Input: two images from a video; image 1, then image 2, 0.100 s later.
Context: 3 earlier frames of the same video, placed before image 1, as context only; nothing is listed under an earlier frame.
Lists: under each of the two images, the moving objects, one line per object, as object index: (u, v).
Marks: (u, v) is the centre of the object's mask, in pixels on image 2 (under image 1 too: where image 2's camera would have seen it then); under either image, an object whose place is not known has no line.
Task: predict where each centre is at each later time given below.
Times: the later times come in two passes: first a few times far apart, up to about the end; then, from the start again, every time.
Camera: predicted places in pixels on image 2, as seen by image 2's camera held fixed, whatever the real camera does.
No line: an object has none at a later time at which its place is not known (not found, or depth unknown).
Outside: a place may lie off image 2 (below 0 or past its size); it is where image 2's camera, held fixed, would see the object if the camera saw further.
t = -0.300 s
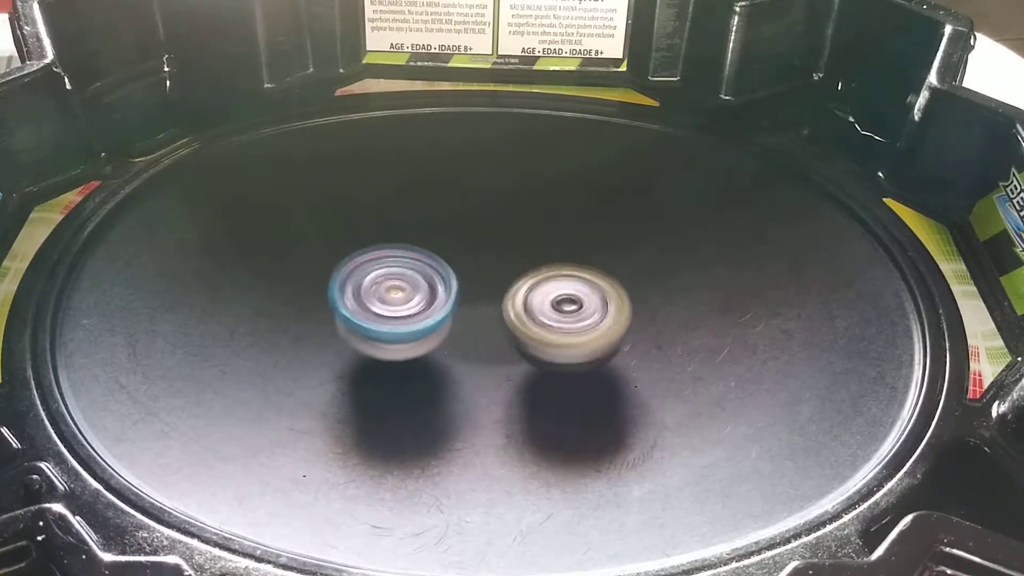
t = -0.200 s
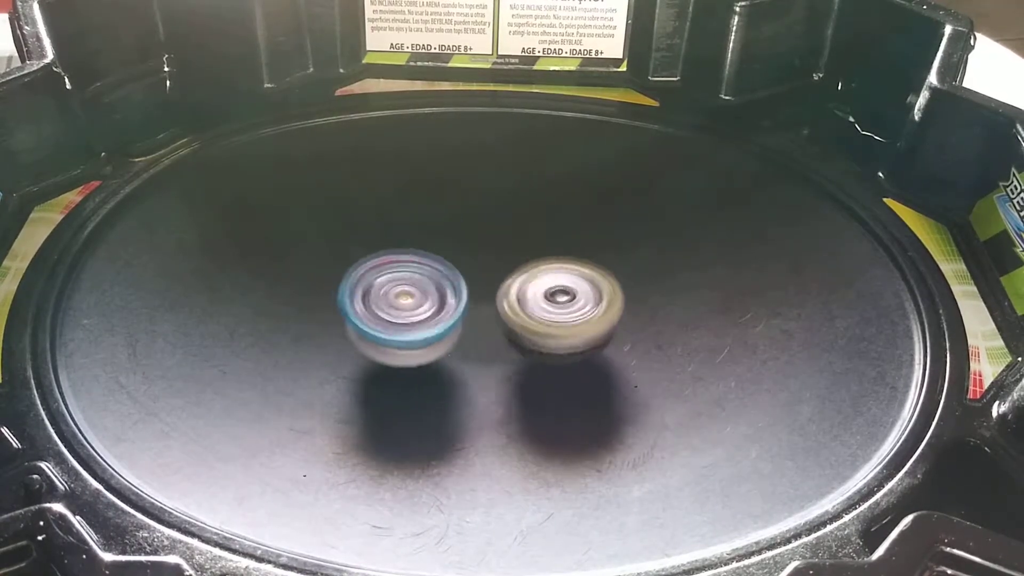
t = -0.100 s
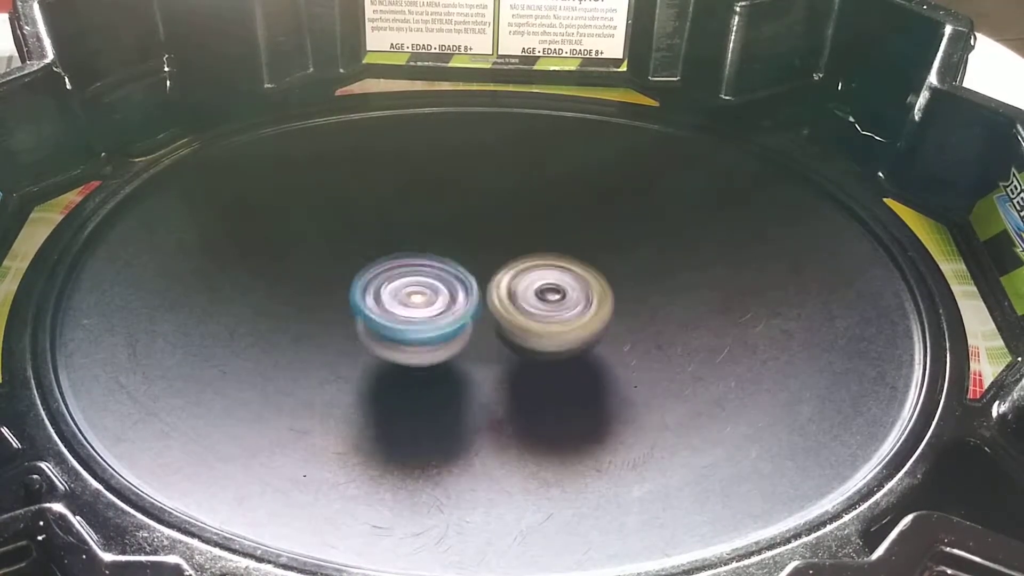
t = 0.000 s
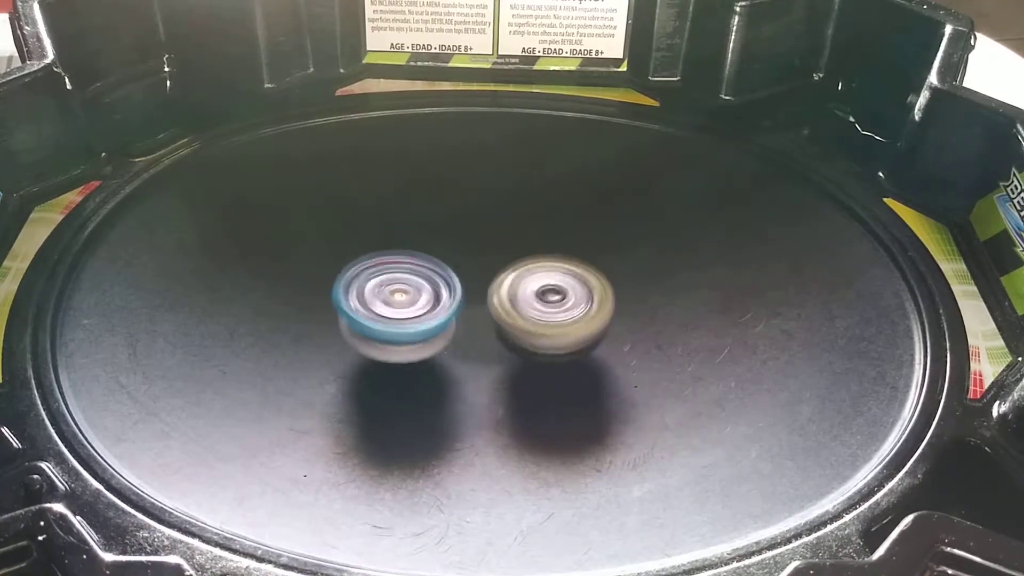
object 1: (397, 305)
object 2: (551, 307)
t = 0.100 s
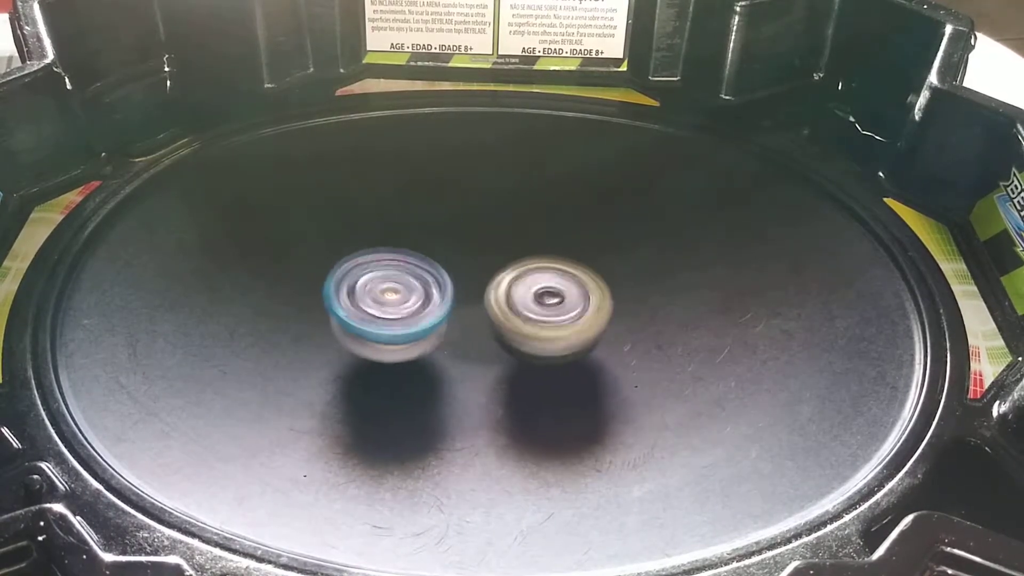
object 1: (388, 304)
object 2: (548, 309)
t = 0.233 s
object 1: (386, 298)
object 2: (536, 312)
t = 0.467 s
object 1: (385, 285)
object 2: (537, 324)
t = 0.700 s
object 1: (394, 277)
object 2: (560, 317)
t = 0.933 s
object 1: (420, 280)
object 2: (549, 309)
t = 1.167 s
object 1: (420, 281)
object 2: (561, 308)
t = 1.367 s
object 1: (419, 286)
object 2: (552, 305)
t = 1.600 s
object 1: (411, 295)
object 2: (548, 314)
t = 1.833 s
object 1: (400, 294)
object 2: (529, 317)
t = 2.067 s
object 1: (382, 285)
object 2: (523, 322)
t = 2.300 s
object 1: (390, 278)
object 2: (521, 327)
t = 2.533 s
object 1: (409, 276)
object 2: (536, 328)
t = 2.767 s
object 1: (429, 278)
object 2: (552, 329)
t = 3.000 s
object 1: (445, 275)
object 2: (557, 328)
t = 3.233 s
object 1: (430, 276)
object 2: (552, 320)
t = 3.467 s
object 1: (408, 283)
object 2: (536, 308)
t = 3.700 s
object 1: (389, 286)
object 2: (522, 309)
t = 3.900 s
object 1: (385, 286)
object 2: (520, 314)
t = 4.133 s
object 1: (385, 285)
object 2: (528, 325)
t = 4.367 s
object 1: (410, 285)
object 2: (535, 325)
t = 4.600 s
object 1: (414, 276)
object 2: (538, 325)
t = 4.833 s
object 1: (415, 273)
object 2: (538, 322)
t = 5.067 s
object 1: (413, 273)
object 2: (533, 319)
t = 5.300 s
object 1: (406, 279)
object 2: (533, 318)
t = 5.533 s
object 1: (401, 282)
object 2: (537, 322)
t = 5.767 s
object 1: (407, 290)
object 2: (540, 322)
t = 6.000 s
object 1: (403, 284)
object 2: (552, 321)
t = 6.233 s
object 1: (411, 277)
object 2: (554, 315)
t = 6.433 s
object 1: (427, 288)
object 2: (550, 307)
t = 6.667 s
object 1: (408, 291)
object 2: (560, 305)
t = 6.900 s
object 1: (408, 287)
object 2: (549, 304)
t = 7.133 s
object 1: (414, 284)
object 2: (544, 309)
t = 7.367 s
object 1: (413, 280)
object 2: (547, 313)
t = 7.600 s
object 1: (420, 279)
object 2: (538, 318)
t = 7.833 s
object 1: (408, 253)
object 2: (520, 317)
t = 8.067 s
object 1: (417, 264)
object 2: (530, 318)
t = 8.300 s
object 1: (408, 298)
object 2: (556, 330)
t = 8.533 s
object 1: (410, 304)
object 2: (540, 330)
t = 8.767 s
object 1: (422, 303)
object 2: (545, 330)
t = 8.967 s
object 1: (427, 313)
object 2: (556, 339)
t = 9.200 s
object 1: (432, 314)
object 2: (555, 340)
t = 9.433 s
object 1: (433, 301)
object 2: (553, 337)
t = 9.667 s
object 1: (437, 286)
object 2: (544, 332)
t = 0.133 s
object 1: (387, 303)
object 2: (546, 309)
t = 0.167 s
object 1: (386, 301)
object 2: (543, 310)
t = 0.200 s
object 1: (386, 300)
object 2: (539, 310)
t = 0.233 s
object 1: (386, 298)
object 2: (536, 312)
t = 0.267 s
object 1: (387, 297)
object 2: (532, 313)
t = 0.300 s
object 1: (388, 296)
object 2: (529, 314)
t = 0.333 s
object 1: (391, 296)
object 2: (525, 315)
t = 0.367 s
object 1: (392, 293)
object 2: (524, 318)
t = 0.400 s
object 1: (389, 290)
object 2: (527, 321)
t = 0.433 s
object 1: (386, 288)
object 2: (532, 323)
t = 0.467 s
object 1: (385, 285)
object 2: (537, 324)
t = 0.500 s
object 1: (384, 283)
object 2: (541, 324)
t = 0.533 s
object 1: (383, 281)
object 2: (546, 324)
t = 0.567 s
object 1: (384, 280)
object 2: (551, 324)
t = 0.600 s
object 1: (386, 279)
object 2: (556, 324)
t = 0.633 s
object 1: (388, 278)
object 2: (558, 321)
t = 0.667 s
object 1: (390, 277)
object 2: (560, 319)
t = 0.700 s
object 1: (394, 277)
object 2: (560, 317)
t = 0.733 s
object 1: (398, 278)
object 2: (560, 313)
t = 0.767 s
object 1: (403, 280)
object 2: (558, 310)
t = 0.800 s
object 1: (408, 281)
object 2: (555, 307)
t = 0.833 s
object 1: (415, 282)
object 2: (550, 305)
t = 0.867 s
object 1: (420, 282)
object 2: (547, 305)
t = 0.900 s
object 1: (420, 281)
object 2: (548, 307)
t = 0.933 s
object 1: (420, 280)
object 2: (549, 309)
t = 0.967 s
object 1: (421, 281)
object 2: (549, 310)
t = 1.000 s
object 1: (423, 281)
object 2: (549, 311)
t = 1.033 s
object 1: (425, 280)
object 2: (550, 311)
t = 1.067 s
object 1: (424, 279)
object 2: (555, 311)
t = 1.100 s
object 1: (421, 280)
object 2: (557, 311)
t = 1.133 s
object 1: (421, 281)
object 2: (559, 310)
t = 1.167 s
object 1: (420, 281)
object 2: (561, 308)
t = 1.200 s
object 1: (421, 281)
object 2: (561, 306)
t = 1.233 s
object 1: (422, 282)
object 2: (559, 304)
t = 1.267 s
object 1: (424, 284)
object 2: (556, 302)
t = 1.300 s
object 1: (424, 285)
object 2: (554, 302)
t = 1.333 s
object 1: (422, 286)
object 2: (553, 302)
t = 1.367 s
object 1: (419, 286)
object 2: (552, 305)
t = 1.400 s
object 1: (417, 287)
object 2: (552, 307)
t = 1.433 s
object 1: (416, 288)
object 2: (553, 308)
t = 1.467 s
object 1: (416, 290)
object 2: (551, 309)
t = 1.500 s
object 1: (416, 292)
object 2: (549, 311)
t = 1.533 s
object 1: (417, 293)
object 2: (549, 312)
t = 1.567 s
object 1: (416, 294)
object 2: (549, 313)
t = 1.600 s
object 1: (411, 295)
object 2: (548, 314)
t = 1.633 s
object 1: (408, 295)
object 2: (549, 316)
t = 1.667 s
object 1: (405, 295)
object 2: (546, 315)
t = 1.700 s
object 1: (402, 294)
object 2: (545, 315)
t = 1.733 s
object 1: (400, 294)
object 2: (541, 316)
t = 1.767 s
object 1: (399, 295)
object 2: (539, 316)
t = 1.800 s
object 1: (399, 294)
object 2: (534, 316)
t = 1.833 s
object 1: (400, 294)
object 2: (529, 317)
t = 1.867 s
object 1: (396, 292)
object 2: (528, 319)
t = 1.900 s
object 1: (393, 291)
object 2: (528, 320)
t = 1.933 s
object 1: (389, 289)
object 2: (526, 321)
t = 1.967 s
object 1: (386, 288)
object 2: (526, 322)
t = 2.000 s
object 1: (384, 287)
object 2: (526, 321)
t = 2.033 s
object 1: (383, 286)
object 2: (524, 321)
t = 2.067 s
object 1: (382, 285)
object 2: (523, 322)
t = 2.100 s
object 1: (384, 284)
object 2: (522, 322)
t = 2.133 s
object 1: (386, 285)
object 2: (519, 321)
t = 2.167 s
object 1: (389, 285)
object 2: (516, 322)
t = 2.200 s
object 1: (392, 284)
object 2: (514, 322)
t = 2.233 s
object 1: (391, 281)
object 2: (514, 325)
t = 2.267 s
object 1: (390, 280)
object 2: (517, 327)
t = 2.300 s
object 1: (390, 278)
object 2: (521, 327)
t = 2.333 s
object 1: (389, 276)
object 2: (525, 328)
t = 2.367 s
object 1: (390, 275)
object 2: (529, 329)
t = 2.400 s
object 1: (393, 275)
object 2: (532, 329)
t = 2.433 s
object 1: (396, 273)
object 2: (533, 329)
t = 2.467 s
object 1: (398, 273)
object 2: (536, 329)
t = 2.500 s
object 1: (403, 275)
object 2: (536, 328)
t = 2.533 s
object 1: (409, 276)
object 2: (536, 328)
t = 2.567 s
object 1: (412, 277)
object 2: (538, 327)
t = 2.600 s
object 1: (417, 280)
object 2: (537, 327)
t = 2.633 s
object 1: (421, 280)
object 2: (537, 328)
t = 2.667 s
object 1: (424, 279)
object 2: (540, 328)
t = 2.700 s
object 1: (425, 279)
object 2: (544, 328)
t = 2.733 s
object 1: (428, 280)
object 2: (547, 329)
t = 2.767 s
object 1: (429, 278)
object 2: (552, 329)
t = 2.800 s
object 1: (431, 278)
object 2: (554, 328)
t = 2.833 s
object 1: (434, 279)
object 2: (556, 330)
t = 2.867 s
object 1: (437, 279)
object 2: (557, 328)
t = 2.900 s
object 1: (439, 278)
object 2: (556, 328)
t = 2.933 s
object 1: (443, 279)
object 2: (558, 328)
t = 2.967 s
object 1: (445, 277)
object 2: (557, 328)
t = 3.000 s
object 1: (445, 275)
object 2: (557, 328)
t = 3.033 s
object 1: (444, 274)
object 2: (560, 327)
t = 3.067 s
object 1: (444, 273)
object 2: (558, 327)
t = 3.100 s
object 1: (441, 271)
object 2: (559, 327)
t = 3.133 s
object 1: (437, 272)
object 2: (559, 326)
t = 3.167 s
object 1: (436, 273)
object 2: (556, 324)
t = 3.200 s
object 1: (433, 274)
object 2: (555, 322)
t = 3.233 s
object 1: (430, 276)
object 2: (552, 320)
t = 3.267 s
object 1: (430, 278)
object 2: (550, 318)
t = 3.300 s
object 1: (427, 278)
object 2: (548, 317)
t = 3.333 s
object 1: (421, 279)
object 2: (545, 315)
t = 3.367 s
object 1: (419, 280)
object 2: (545, 314)
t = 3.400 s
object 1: (414, 280)
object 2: (543, 311)
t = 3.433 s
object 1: (410, 282)
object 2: (539, 312)
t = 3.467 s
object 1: (408, 283)
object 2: (536, 308)
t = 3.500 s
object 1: (405, 284)
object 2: (532, 307)
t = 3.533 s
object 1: (402, 284)
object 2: (530, 310)
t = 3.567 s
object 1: (399, 284)
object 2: (526, 308)
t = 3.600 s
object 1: (395, 284)
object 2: (527, 308)
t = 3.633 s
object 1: (393, 285)
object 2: (526, 308)
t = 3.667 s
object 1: (391, 285)
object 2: (522, 309)
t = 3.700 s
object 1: (389, 286)
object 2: (522, 309)
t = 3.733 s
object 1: (389, 287)
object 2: (519, 309)
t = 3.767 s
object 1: (389, 287)
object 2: (520, 308)
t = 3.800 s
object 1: (389, 288)
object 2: (520, 309)
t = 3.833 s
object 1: (389, 288)
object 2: (518, 310)
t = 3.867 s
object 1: (388, 286)
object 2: (521, 313)
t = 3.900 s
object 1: (385, 286)
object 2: (520, 314)
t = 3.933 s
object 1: (381, 284)
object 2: (523, 316)
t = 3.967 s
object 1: (379, 284)
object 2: (522, 318)
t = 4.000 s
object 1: (379, 284)
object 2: (523, 320)
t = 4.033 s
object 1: (378, 283)
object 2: (524, 321)
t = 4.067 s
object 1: (380, 284)
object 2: (525, 323)
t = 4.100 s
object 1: (382, 284)
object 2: (527, 323)
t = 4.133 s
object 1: (385, 285)
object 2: (528, 325)
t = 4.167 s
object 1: (390, 287)
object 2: (528, 324)
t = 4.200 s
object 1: (395, 287)
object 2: (528, 324)
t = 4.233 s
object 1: (400, 289)
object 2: (530, 323)
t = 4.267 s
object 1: (406, 290)
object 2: (530, 324)
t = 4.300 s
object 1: (408, 288)
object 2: (533, 326)
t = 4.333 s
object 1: (409, 287)
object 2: (532, 325)
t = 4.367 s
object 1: (410, 285)
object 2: (535, 325)
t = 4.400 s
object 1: (411, 285)
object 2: (534, 325)
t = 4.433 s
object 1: (413, 284)
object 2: (535, 325)
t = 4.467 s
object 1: (414, 282)
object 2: (535, 325)
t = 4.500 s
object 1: (415, 281)
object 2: (537, 328)
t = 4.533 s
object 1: (413, 278)
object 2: (535, 326)
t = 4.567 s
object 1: (414, 278)
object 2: (536, 325)
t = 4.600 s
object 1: (414, 276)
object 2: (538, 325)
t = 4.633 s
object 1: (414, 276)
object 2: (535, 325)
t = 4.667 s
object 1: (416, 276)
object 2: (537, 323)
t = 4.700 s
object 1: (417, 277)
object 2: (538, 323)
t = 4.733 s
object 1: (419, 278)
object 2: (537, 323)
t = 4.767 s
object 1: (419, 275)
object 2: (535, 323)
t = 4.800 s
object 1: (418, 275)
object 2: (537, 322)
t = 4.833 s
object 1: (415, 273)
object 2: (538, 322)
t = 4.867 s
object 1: (416, 274)
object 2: (538, 322)
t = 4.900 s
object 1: (415, 273)
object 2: (535, 321)
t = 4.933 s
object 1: (416, 275)
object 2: (536, 320)
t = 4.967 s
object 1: (416, 276)
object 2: (536, 319)
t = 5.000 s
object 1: (417, 276)
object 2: (535, 319)
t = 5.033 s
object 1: (416, 275)
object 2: (534, 319)
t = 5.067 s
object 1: (413, 273)
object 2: (533, 319)
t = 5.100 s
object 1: (411, 274)
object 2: (533, 318)
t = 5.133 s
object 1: (407, 272)
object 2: (535, 318)
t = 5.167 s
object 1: (407, 273)
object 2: (535, 319)
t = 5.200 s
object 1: (405, 273)
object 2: (534, 318)
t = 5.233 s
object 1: (405, 275)
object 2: (535, 318)
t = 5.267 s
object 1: (405, 276)
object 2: (534, 317)
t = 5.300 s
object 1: (406, 279)
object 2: (533, 318)
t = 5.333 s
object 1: (407, 280)
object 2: (530, 316)
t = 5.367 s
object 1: (408, 283)
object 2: (531, 317)
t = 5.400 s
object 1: (409, 282)
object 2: (530, 320)
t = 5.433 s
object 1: (408, 283)
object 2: (530, 320)
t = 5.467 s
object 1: (406, 282)
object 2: (532, 320)
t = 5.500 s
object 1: (402, 282)
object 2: (536, 322)
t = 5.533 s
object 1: (401, 282)
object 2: (537, 322)
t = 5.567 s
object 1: (398, 283)
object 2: (540, 322)
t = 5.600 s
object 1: (398, 282)
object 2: (540, 324)
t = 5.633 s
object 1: (398, 285)
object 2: (540, 323)
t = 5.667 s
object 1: (399, 285)
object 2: (542, 323)
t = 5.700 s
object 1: (401, 287)
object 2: (541, 323)
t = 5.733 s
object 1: (405, 288)
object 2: (542, 322)
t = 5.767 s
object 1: (407, 290)
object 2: (540, 322)
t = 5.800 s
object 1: (411, 291)
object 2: (539, 320)
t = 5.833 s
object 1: (412, 292)
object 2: (540, 320)
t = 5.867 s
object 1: (415, 292)
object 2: (541, 320)
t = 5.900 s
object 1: (412, 291)
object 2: (545, 321)
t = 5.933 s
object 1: (410, 289)
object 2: (547, 322)
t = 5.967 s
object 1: (406, 288)
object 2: (548, 322)
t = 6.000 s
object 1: (403, 284)
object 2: (552, 321)
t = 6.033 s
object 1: (403, 282)
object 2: (554, 322)
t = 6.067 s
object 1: (403, 280)
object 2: (554, 322)
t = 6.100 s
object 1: (402, 280)
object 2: (556, 320)
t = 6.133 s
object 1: (402, 277)
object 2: (559, 321)
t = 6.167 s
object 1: (406, 276)
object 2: (558, 321)
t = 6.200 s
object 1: (409, 276)
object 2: (556, 317)
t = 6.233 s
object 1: (411, 277)
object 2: (554, 315)
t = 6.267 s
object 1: (414, 278)
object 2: (554, 313)
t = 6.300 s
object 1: (418, 280)
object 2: (553, 312)
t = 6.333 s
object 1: (422, 284)
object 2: (552, 310)
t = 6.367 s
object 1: (425, 286)
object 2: (551, 308)
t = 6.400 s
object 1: (426, 289)
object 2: (551, 306)
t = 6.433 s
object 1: (427, 288)
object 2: (550, 307)
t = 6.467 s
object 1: (427, 289)
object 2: (551, 307)
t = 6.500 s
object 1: (425, 289)
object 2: (551, 308)
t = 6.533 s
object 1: (422, 290)
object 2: (553, 308)
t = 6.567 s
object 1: (418, 291)
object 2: (554, 308)
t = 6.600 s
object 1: (414, 291)
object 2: (556, 308)
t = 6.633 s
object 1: (411, 292)
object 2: (558, 307)
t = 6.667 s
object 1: (408, 291)
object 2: (560, 305)
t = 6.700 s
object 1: (406, 291)
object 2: (561, 307)
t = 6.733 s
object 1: (403, 290)
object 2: (558, 308)
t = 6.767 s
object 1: (402, 289)
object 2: (559, 306)
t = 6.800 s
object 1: (402, 288)
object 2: (558, 305)
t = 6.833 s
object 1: (403, 288)
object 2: (557, 305)
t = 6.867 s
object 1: (405, 288)
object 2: (552, 305)
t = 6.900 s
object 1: (408, 287)
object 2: (549, 304)
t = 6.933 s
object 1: (411, 288)
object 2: (549, 303)
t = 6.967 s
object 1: (412, 288)
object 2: (546, 303)
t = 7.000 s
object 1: (415, 290)
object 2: (544, 302)
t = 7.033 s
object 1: (413, 289)
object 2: (544, 303)
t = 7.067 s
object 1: (415, 286)
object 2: (543, 305)
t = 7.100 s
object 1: (416, 286)
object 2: (543, 307)
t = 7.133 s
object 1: (414, 284)
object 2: (544, 309)
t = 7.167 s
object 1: (414, 284)
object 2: (544, 309)
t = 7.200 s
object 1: (411, 283)
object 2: (545, 310)
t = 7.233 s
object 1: (411, 281)
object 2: (546, 310)
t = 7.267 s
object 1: (411, 280)
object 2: (548, 310)
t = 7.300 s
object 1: (411, 278)
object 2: (549, 312)
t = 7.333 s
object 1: (413, 279)
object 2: (548, 313)
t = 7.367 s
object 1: (413, 280)
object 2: (547, 313)
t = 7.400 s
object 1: (415, 280)
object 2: (545, 314)
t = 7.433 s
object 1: (418, 282)
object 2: (543, 316)
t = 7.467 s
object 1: (418, 282)
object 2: (542, 316)
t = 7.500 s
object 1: (420, 284)
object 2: (541, 316)
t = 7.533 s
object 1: (420, 283)
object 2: (540, 316)
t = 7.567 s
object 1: (420, 281)
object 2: (540, 317)
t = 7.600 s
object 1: (420, 279)
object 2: (538, 318)
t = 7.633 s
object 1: (418, 275)
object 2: (537, 321)
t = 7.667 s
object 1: (415, 268)
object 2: (536, 325)
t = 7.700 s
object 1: (409, 262)
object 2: (531, 327)
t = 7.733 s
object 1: (408, 258)
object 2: (525, 323)
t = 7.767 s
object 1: (408, 255)
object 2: (525, 323)
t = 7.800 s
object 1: (408, 253)
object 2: (521, 320)
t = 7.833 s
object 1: (408, 253)
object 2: (520, 317)
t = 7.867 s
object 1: (409, 253)
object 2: (520, 320)
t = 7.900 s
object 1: (409, 254)
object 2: (519, 315)
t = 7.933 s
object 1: (409, 255)
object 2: (517, 314)
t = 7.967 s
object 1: (410, 254)
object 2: (520, 313)
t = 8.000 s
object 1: (410, 257)
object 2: (525, 315)
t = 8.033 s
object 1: (412, 260)
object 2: (528, 316)
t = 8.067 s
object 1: (417, 264)
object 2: (530, 318)
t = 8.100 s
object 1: (419, 271)
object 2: (530, 319)
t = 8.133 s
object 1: (419, 276)
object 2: (532, 323)
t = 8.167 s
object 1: (415, 278)
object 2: (539, 328)
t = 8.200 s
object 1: (413, 284)
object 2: (546, 327)
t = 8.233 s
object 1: (411, 289)
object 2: (551, 330)
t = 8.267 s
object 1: (408, 294)
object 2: (555, 330)
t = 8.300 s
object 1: (408, 298)
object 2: (556, 330)
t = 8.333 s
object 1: (406, 303)
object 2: (555, 331)
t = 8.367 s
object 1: (404, 304)
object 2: (553, 331)
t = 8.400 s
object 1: (402, 304)
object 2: (549, 329)
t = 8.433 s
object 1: (404, 305)
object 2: (547, 328)
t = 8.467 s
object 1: (405, 306)
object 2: (545, 330)
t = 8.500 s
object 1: (408, 305)
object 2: (543, 330)
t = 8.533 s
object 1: (410, 304)
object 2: (540, 330)
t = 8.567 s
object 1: (410, 304)
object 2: (539, 331)
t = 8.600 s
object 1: (411, 303)
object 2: (539, 331)
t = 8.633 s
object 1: (412, 301)
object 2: (541, 331)
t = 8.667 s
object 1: (411, 298)
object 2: (543, 331)
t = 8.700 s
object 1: (413, 299)
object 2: (546, 331)
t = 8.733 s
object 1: (417, 301)
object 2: (546, 330)
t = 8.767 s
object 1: (422, 303)
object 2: (545, 330)
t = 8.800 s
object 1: (426, 305)
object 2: (546, 330)
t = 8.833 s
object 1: (428, 306)
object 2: (546, 330)
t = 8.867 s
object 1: (431, 307)
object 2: (546, 331)
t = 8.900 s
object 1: (427, 308)
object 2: (551, 334)
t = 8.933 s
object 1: (427, 311)
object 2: (554, 335)
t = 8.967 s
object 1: (427, 313)
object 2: (556, 339)
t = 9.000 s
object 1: (429, 313)
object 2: (556, 341)
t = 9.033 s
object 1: (430, 311)
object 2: (556, 343)
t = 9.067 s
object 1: (432, 311)
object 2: (556, 344)
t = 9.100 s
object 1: (433, 310)
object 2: (556, 344)
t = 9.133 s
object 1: (430, 311)
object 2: (555, 343)
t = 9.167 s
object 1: (430, 312)
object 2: (555, 341)
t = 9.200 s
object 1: (432, 314)
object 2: (555, 340)
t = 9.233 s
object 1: (434, 315)
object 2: (554, 339)
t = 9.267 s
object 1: (437, 316)
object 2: (555, 338)
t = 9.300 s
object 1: (434, 313)
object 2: (556, 338)
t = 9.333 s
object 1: (434, 310)
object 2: (555, 337)
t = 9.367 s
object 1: (433, 307)
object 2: (555, 337)
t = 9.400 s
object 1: (433, 304)
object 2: (554, 337)
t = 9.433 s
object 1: (433, 301)
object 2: (553, 337)
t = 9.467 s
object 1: (434, 298)
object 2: (550, 335)
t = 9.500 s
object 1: (436, 296)
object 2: (548, 334)
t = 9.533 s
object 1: (437, 294)
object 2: (546, 332)
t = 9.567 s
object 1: (437, 291)
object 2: (544, 331)
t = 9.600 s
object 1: (436, 288)
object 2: (543, 331)
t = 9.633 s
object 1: (436, 286)
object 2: (543, 331)
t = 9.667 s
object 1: (437, 286)
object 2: (544, 332)
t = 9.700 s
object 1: (437, 285)
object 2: (546, 332)
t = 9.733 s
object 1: (437, 285)
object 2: (546, 332)
